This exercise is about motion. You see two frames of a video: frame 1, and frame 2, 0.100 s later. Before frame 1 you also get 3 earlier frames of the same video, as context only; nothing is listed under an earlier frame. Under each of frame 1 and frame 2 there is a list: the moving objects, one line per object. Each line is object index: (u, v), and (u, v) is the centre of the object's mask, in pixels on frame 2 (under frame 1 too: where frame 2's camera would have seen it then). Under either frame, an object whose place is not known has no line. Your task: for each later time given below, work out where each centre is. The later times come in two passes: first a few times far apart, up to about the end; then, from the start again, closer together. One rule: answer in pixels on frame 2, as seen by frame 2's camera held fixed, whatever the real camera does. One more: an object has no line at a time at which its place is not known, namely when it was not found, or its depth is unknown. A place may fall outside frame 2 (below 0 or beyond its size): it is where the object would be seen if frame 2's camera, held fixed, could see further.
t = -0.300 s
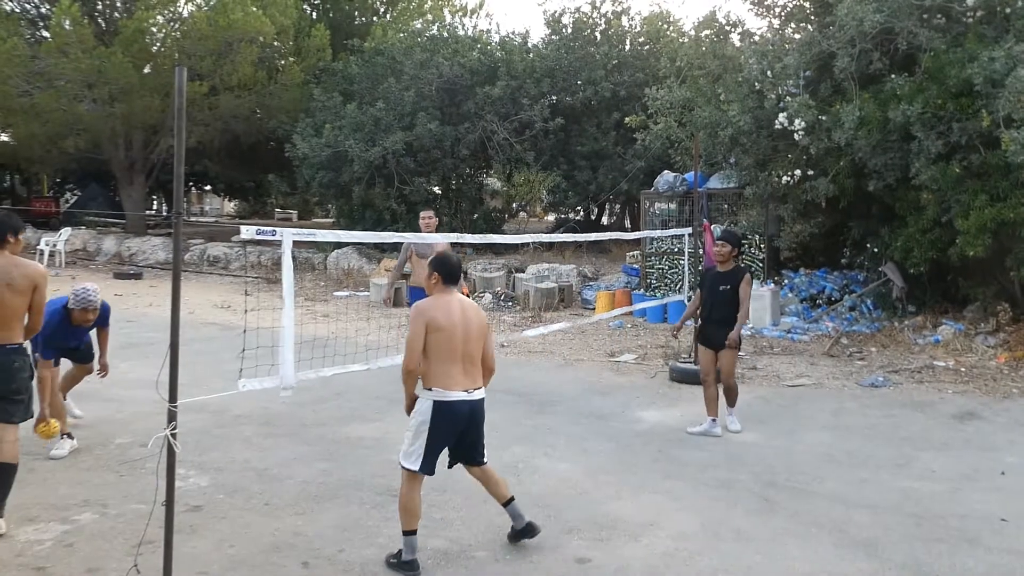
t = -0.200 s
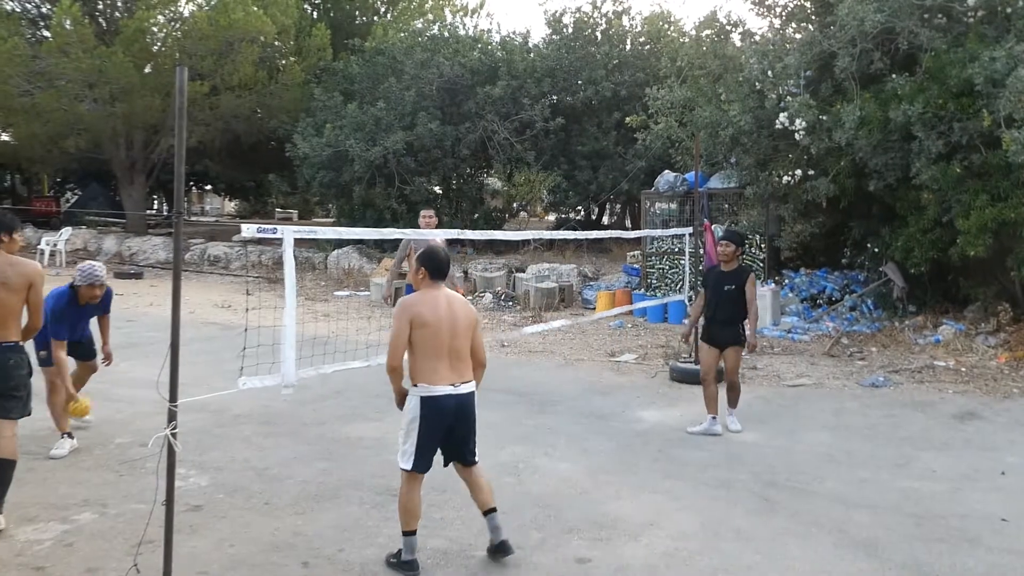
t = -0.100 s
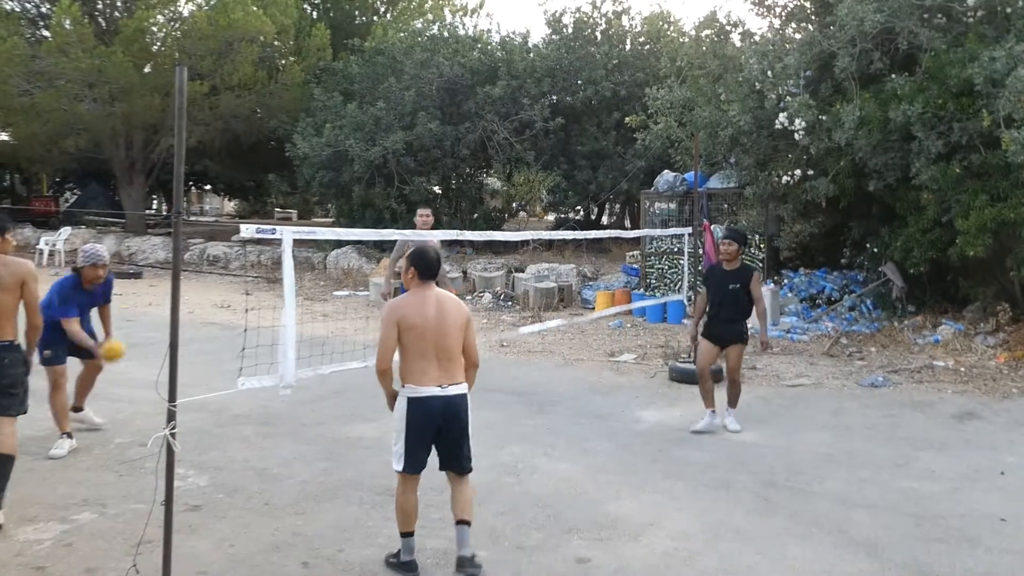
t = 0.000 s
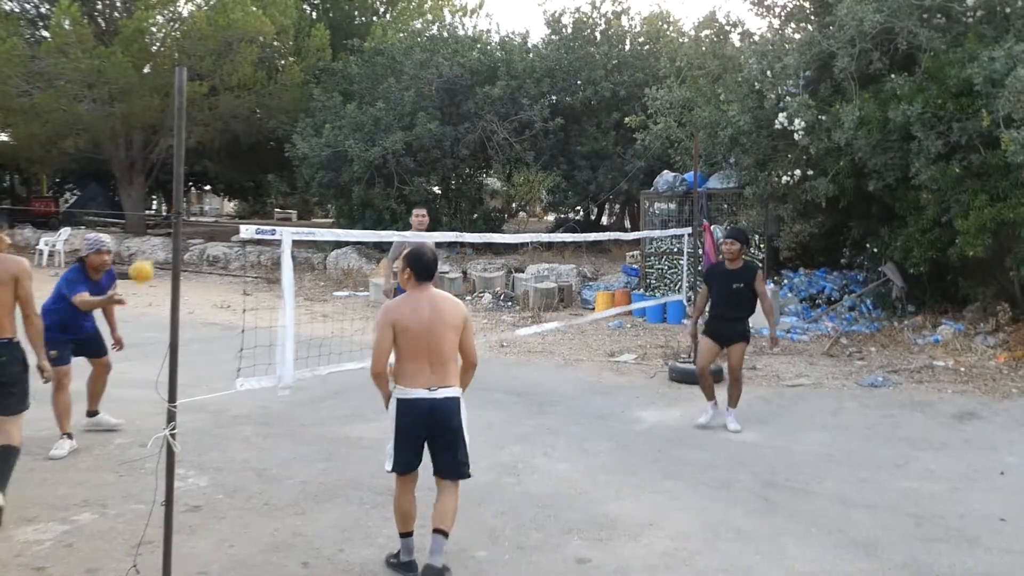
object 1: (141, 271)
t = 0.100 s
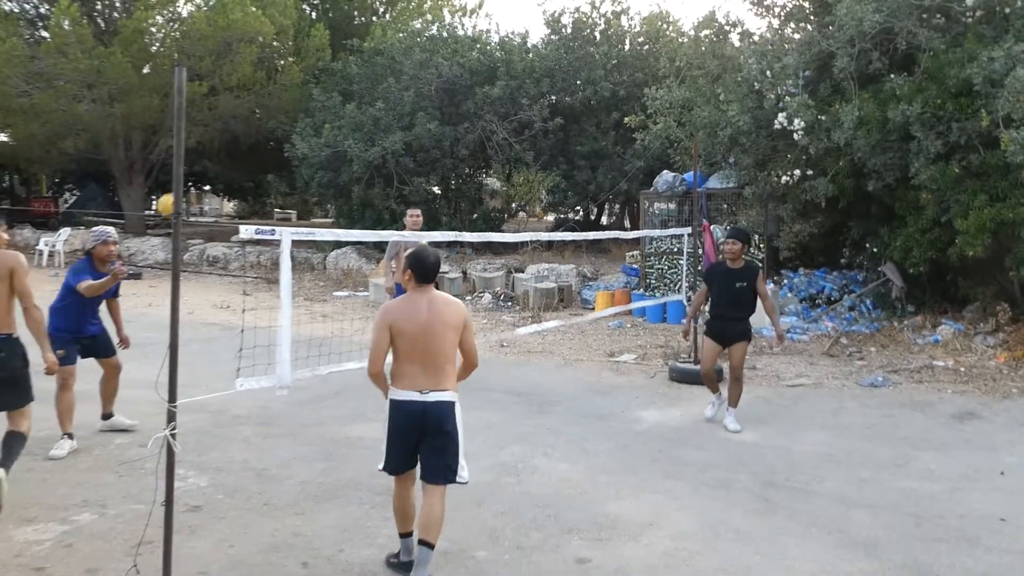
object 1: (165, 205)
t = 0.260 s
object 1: (219, 130)
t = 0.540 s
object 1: (316, 98)
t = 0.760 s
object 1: (402, 179)
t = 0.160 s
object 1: (191, 173)
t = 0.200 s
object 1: (201, 154)
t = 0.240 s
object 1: (213, 137)
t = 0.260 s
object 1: (219, 130)
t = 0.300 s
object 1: (232, 117)
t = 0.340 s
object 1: (245, 107)
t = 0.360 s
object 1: (252, 103)
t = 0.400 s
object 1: (266, 97)
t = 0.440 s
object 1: (280, 93)
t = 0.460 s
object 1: (287, 93)
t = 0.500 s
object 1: (301, 94)
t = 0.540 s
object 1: (316, 98)
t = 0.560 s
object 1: (324, 101)
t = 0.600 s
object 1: (339, 110)
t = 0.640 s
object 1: (355, 123)
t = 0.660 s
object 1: (362, 130)
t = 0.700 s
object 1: (378, 147)
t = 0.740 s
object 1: (394, 168)
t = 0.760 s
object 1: (402, 179)
